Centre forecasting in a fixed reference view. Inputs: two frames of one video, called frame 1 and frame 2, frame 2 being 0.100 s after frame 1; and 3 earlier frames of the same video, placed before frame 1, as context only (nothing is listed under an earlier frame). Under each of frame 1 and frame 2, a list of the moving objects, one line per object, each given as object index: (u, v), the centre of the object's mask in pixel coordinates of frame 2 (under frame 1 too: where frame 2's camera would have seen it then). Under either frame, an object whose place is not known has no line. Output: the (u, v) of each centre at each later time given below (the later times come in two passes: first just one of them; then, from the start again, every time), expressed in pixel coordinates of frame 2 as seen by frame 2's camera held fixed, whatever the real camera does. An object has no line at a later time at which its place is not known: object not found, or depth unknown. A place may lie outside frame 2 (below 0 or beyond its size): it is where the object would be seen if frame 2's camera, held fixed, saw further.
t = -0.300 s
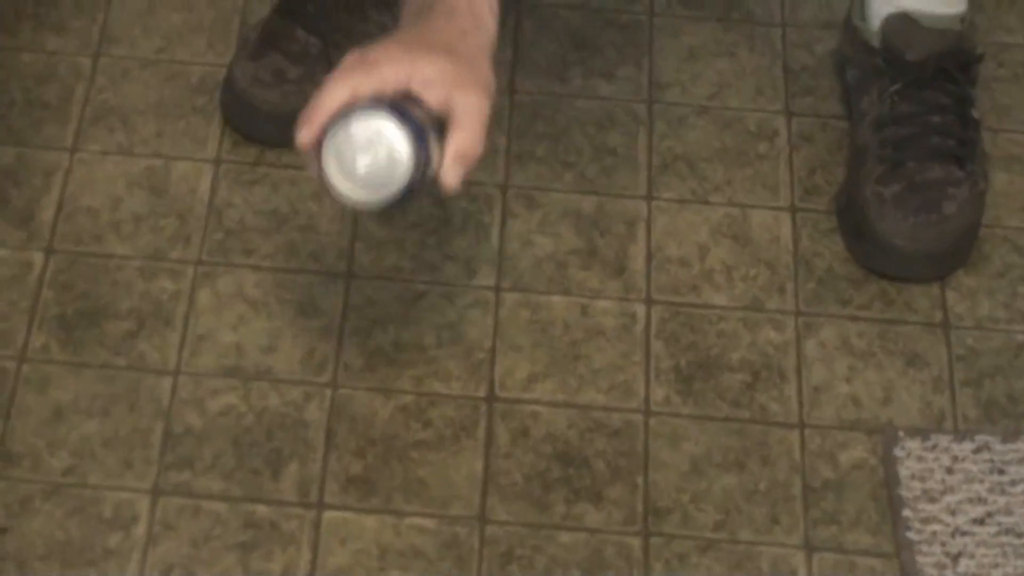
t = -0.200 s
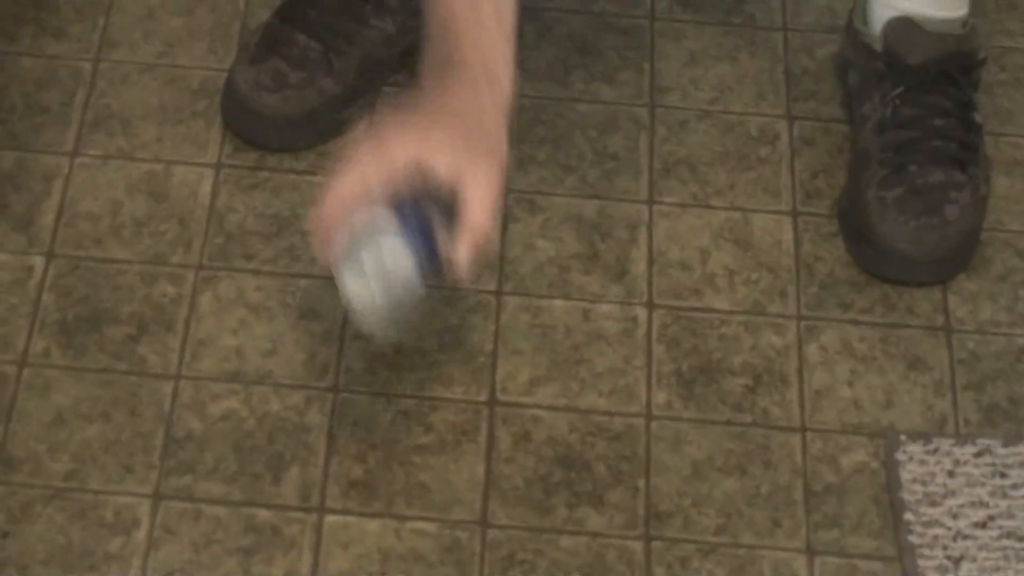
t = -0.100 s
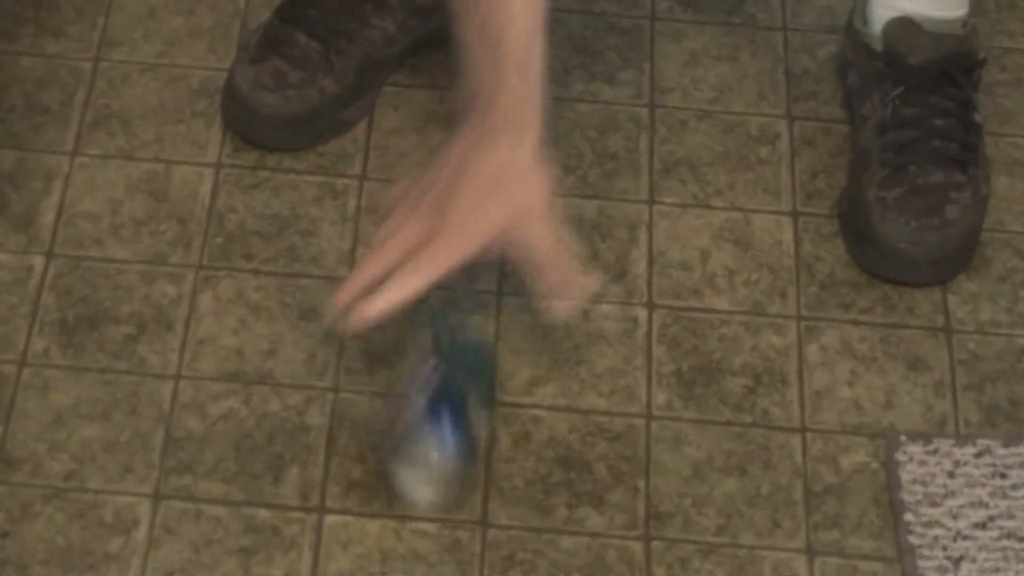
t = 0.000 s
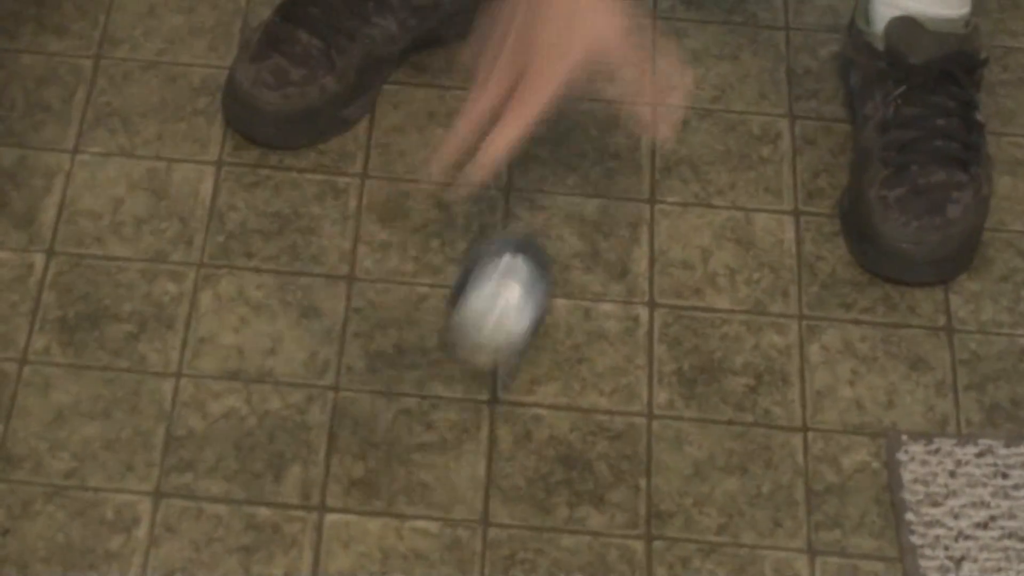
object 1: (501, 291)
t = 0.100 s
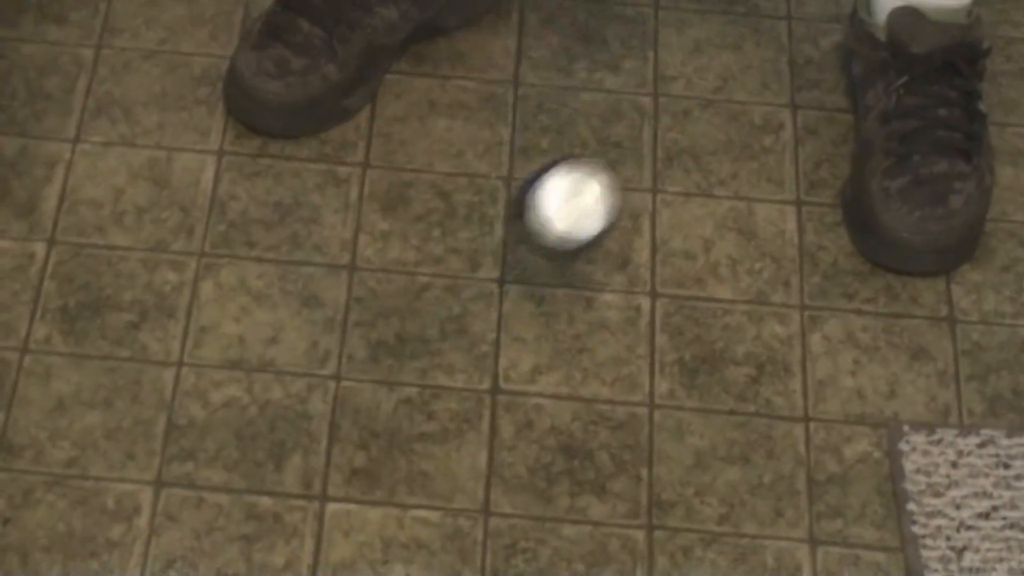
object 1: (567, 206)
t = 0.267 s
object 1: (649, 210)
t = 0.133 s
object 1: (579, 211)
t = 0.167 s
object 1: (592, 223)
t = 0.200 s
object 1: (607, 237)
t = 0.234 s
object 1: (628, 221)
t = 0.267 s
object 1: (649, 210)
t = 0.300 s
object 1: (667, 209)
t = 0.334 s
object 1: (685, 205)
